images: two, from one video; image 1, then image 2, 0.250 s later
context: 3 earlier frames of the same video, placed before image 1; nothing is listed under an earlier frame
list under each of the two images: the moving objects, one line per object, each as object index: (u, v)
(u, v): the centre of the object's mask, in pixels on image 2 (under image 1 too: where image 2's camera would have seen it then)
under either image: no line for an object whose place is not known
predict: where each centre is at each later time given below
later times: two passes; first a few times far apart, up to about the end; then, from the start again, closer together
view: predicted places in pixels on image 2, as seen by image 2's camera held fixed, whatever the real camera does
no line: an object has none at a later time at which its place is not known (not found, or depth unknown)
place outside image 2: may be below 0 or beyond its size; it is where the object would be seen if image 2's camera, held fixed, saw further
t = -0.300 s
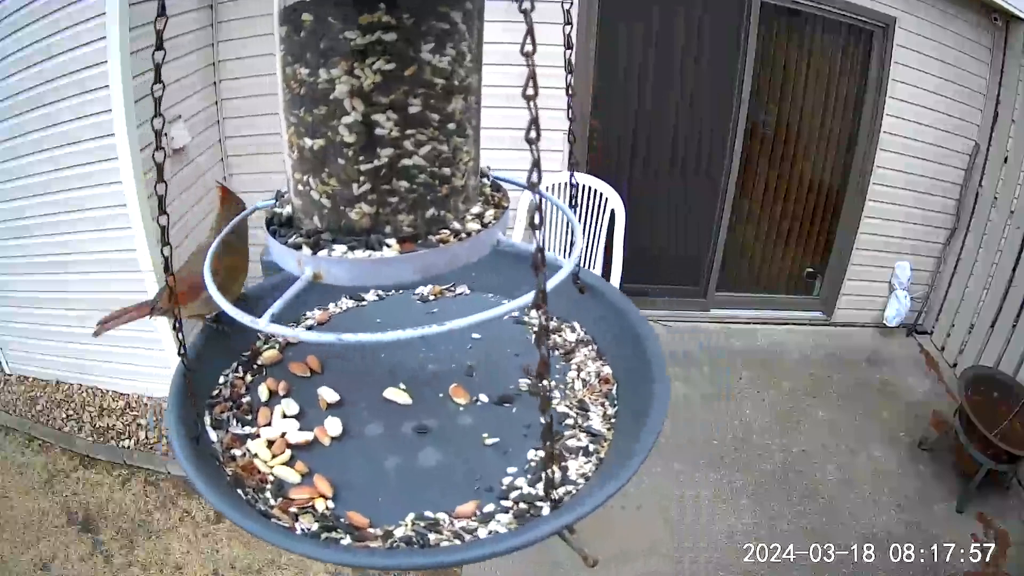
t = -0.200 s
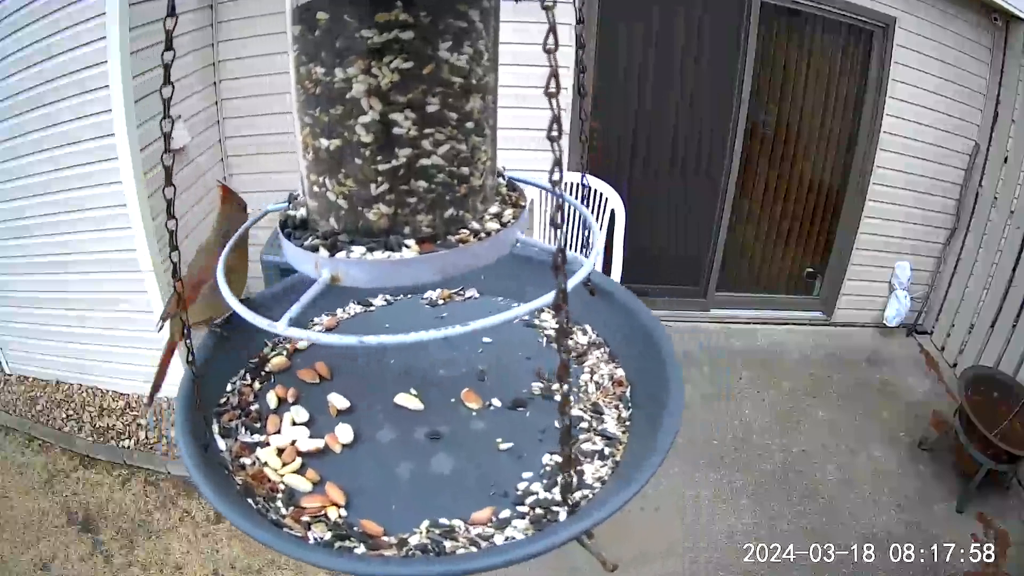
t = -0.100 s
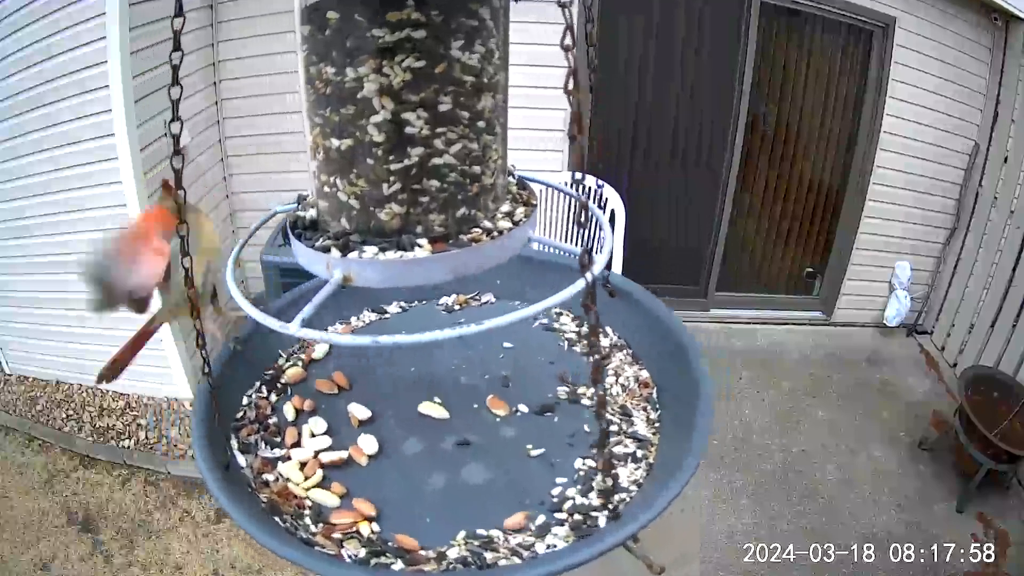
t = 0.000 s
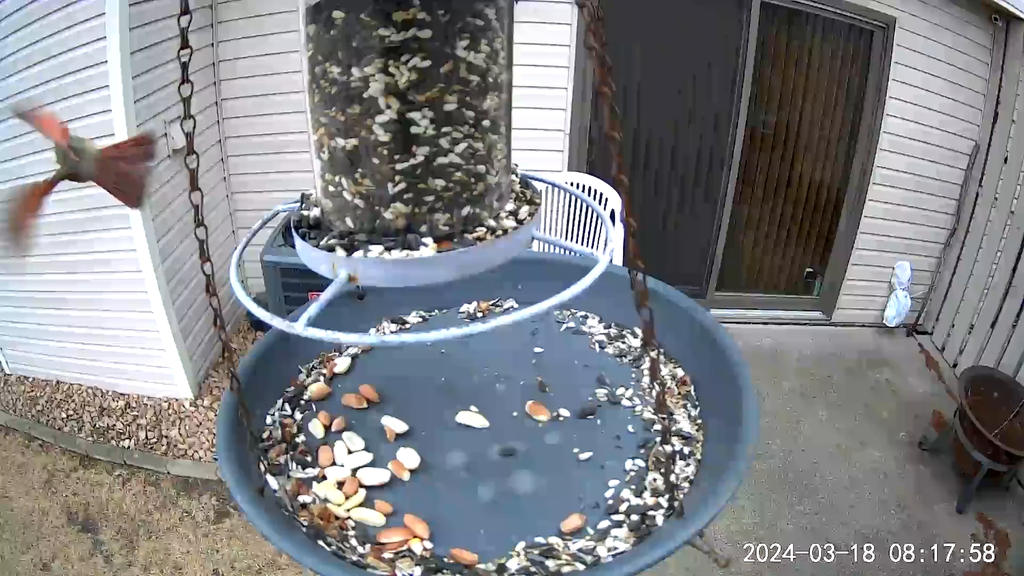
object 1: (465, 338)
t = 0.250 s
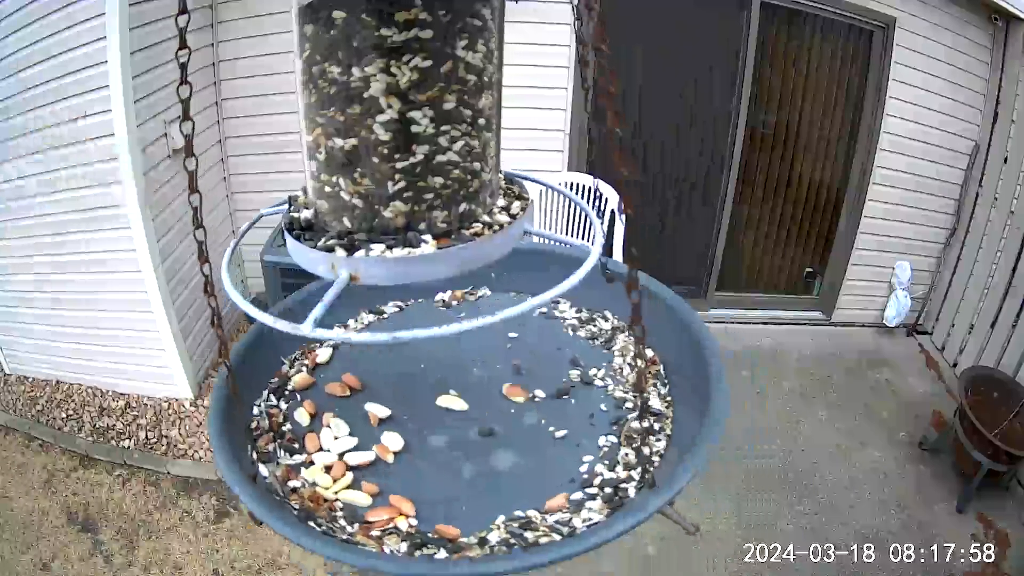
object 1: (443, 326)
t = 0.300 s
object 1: (435, 319)
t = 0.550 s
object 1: (364, 286)
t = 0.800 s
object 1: (349, 298)
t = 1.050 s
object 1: (378, 317)
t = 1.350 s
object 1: (428, 316)
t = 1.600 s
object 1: (446, 323)
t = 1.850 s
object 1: (407, 314)
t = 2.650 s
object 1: (422, 327)
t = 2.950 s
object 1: (447, 319)
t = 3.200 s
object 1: (418, 309)
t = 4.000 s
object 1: (395, 320)
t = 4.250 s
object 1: (449, 327)
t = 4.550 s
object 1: (428, 306)
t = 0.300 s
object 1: (435, 319)
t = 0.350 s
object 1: (413, 310)
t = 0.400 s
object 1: (401, 302)
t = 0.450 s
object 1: (390, 292)
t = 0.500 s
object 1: (374, 288)
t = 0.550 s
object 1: (364, 286)
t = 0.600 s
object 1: (355, 285)
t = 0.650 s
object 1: (349, 287)
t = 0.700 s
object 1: (349, 291)
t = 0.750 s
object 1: (347, 294)
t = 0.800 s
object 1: (349, 298)
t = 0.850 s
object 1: (352, 302)
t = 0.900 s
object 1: (357, 308)
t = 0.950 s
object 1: (365, 310)
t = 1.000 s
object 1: (375, 317)
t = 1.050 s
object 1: (378, 317)
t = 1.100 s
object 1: (385, 318)
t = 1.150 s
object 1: (392, 316)
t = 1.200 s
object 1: (403, 315)
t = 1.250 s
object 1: (411, 314)
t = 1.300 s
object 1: (421, 315)
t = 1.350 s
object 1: (428, 316)
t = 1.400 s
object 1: (435, 321)
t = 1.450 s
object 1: (435, 317)
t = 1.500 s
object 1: (443, 320)
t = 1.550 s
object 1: (447, 320)
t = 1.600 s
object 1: (446, 323)
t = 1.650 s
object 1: (443, 324)
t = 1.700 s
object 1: (436, 324)
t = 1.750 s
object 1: (426, 322)
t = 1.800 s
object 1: (421, 320)
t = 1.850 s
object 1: (407, 314)
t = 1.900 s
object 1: (397, 306)
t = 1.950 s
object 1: (383, 301)
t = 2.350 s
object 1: (353, 301)
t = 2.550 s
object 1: (400, 328)
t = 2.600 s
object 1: (415, 328)
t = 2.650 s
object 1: (422, 327)
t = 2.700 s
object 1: (436, 330)
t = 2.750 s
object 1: (439, 328)
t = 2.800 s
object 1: (446, 329)
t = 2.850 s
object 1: (448, 326)
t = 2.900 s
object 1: (449, 322)
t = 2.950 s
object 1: (447, 319)
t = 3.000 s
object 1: (438, 313)
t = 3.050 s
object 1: (439, 311)
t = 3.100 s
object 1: (436, 312)
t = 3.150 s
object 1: (431, 309)
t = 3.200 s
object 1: (418, 309)
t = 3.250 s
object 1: (414, 308)
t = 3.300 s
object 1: (403, 308)
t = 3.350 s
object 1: (392, 306)
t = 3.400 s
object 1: (379, 303)
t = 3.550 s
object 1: (354, 299)
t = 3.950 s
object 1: (390, 318)
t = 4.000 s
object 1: (395, 320)
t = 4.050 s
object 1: (409, 324)
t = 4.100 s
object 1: (424, 323)
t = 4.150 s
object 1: (431, 327)
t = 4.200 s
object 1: (439, 327)
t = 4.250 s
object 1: (449, 327)
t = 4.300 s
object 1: (447, 325)
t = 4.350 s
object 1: (453, 322)
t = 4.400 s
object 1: (453, 318)
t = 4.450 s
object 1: (444, 313)
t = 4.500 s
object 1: (437, 309)
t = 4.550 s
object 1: (428, 306)
